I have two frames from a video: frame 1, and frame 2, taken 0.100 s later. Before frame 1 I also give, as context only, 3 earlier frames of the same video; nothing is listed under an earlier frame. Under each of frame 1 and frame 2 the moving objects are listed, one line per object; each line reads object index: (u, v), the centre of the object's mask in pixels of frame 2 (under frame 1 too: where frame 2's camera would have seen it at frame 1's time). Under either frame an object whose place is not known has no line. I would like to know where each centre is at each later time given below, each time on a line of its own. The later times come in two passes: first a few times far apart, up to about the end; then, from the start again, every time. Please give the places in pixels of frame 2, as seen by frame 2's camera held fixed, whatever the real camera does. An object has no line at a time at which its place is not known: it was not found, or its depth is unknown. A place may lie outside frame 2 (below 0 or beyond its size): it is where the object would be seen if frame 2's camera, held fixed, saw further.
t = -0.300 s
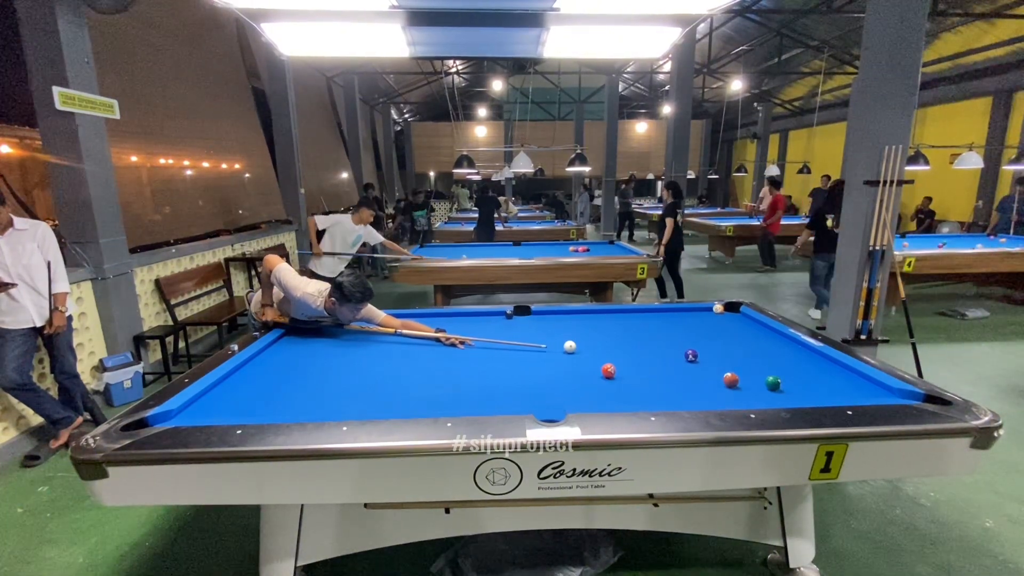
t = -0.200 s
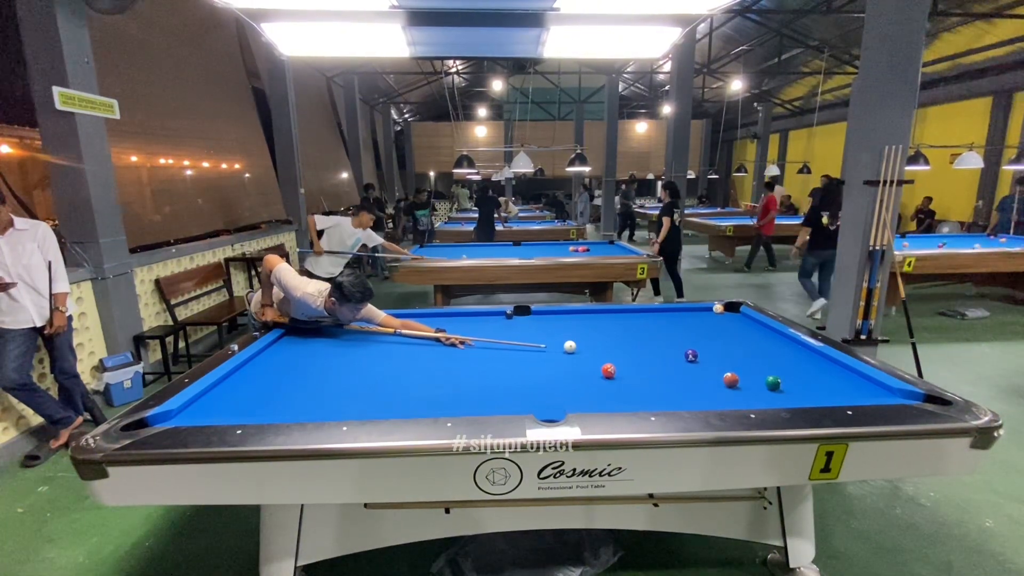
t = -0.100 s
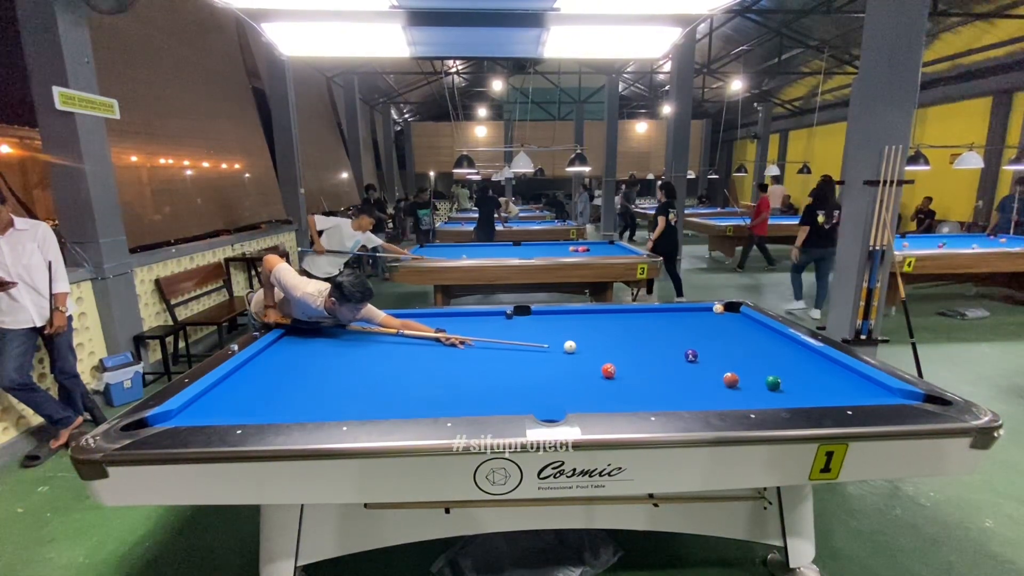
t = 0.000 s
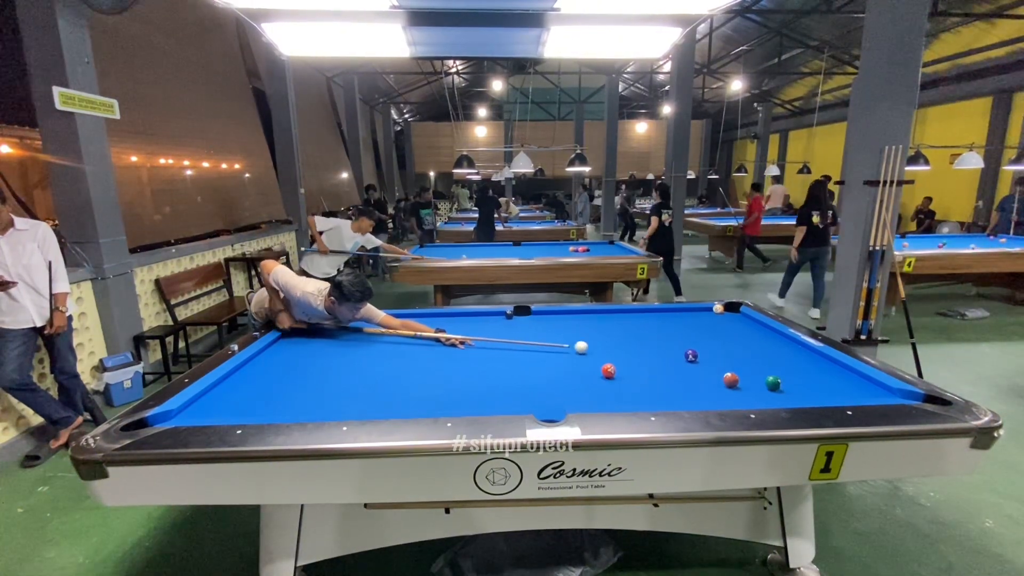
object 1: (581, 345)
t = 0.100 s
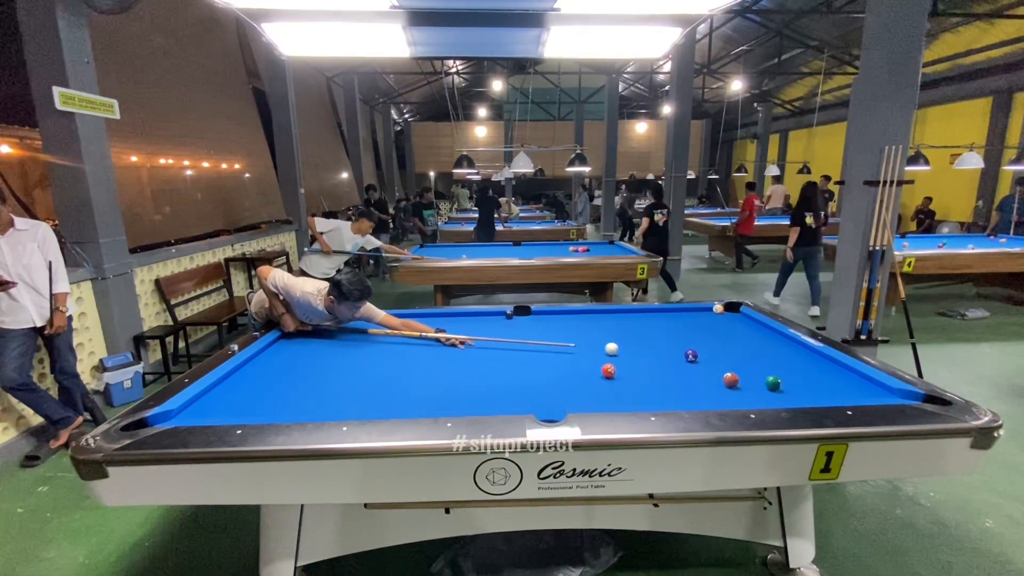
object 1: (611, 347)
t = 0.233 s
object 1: (646, 350)
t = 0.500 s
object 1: (690, 349)
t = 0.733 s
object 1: (711, 345)
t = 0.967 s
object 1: (731, 342)
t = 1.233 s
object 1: (751, 338)
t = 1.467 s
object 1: (767, 335)
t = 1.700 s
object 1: (775, 333)
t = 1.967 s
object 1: (759, 332)
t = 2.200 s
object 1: (747, 332)
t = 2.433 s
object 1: (736, 332)
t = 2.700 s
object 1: (725, 332)
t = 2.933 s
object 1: (716, 331)
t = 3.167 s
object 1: (708, 331)
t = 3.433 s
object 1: (700, 331)
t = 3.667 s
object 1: (694, 331)
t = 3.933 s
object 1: (688, 331)
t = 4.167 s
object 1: (684, 331)
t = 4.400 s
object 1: (682, 331)
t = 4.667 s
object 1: (680, 331)
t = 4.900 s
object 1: (678, 331)
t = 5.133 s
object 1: (678, 331)
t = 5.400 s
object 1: (678, 331)
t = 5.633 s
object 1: (678, 331)
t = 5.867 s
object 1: (678, 331)
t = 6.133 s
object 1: (678, 331)
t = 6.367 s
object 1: (678, 331)
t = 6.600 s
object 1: (678, 331)
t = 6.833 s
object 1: (678, 331)
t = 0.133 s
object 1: (620, 348)
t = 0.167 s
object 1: (629, 348)
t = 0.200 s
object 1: (638, 349)
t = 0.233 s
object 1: (646, 350)
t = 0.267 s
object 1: (655, 350)
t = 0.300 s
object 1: (664, 351)
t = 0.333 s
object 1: (673, 352)
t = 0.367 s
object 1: (679, 351)
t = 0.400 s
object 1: (681, 351)
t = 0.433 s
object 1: (683, 350)
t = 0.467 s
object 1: (686, 349)
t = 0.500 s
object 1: (690, 349)
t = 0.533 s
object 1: (693, 348)
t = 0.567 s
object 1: (696, 348)
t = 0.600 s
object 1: (699, 347)
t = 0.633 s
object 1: (702, 347)
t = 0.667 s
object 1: (705, 346)
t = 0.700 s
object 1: (708, 346)
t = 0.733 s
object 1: (711, 345)
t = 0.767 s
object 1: (714, 345)
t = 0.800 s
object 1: (717, 344)
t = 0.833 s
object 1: (720, 344)
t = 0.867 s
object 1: (723, 343)
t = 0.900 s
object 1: (725, 343)
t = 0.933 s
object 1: (728, 342)
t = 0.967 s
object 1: (731, 342)
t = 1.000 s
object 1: (734, 341)
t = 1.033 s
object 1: (736, 341)
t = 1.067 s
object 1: (739, 340)
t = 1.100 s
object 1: (741, 340)
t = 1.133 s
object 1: (744, 339)
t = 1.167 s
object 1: (746, 339)
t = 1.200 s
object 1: (749, 339)
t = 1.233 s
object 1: (751, 338)
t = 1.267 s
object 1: (753, 338)
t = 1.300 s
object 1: (756, 337)
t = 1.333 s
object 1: (758, 337)
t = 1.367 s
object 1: (761, 336)
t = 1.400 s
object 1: (763, 336)
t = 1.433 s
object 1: (765, 336)
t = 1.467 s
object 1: (767, 335)
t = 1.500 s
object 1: (770, 335)
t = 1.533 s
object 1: (772, 334)
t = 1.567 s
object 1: (774, 334)
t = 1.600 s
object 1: (776, 334)
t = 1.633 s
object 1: (778, 333)
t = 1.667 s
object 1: (777, 333)
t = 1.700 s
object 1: (775, 333)
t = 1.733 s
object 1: (773, 333)
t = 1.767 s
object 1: (771, 333)
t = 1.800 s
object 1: (769, 333)
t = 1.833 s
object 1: (767, 333)
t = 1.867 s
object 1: (765, 333)
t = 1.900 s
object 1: (763, 333)
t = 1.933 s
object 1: (761, 333)
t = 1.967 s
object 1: (759, 332)
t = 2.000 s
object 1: (758, 333)
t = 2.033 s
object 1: (756, 332)
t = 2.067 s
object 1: (754, 332)
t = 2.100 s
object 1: (752, 332)
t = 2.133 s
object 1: (751, 332)
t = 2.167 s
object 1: (749, 332)
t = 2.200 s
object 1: (747, 332)
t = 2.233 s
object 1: (746, 332)
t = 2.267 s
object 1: (744, 332)
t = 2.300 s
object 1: (742, 332)
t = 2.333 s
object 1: (741, 332)
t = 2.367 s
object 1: (739, 332)
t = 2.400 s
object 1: (738, 332)
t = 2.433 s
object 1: (736, 332)
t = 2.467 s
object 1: (735, 332)
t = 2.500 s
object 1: (733, 332)
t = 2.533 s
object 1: (732, 332)
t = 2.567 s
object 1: (730, 332)
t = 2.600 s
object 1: (729, 332)
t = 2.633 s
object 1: (728, 332)
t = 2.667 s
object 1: (726, 332)
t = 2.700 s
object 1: (725, 332)
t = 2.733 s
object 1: (723, 332)
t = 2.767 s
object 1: (722, 332)
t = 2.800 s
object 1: (721, 332)
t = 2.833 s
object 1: (719, 331)
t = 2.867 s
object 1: (718, 331)
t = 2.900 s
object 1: (717, 331)
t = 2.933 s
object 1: (716, 331)
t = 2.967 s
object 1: (715, 331)
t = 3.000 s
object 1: (713, 331)
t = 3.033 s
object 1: (712, 331)
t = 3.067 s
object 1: (711, 331)
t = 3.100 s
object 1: (710, 331)
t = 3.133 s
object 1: (709, 331)
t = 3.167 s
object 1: (708, 331)
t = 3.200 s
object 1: (707, 331)
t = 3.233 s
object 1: (706, 331)
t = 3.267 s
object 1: (705, 331)
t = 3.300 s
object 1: (704, 331)
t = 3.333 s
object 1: (702, 331)
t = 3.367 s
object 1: (701, 331)
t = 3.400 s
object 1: (701, 331)
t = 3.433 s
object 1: (700, 331)
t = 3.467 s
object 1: (699, 331)
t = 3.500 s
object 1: (698, 331)
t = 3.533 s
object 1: (697, 331)
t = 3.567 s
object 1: (696, 331)
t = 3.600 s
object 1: (695, 331)
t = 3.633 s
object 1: (694, 331)
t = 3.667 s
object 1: (694, 331)
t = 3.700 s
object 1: (693, 331)
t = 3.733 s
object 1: (692, 331)
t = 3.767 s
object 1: (691, 331)
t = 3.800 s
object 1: (691, 331)
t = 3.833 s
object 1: (690, 331)
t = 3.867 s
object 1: (689, 331)
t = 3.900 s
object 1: (689, 331)
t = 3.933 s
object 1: (688, 331)
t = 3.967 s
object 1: (687, 331)
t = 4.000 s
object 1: (687, 331)
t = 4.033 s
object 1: (686, 331)
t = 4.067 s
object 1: (686, 331)
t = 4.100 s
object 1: (685, 331)
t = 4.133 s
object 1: (685, 331)
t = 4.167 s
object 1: (684, 331)
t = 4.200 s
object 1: (684, 331)
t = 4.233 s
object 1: (684, 331)
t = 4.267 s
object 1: (683, 331)
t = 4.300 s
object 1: (683, 331)
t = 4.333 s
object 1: (683, 331)
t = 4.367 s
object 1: (682, 331)
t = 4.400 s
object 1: (682, 331)
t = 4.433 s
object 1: (681, 331)
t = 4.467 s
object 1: (681, 331)
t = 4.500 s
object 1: (681, 331)
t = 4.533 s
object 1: (680, 331)
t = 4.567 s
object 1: (680, 331)
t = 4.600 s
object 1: (680, 331)
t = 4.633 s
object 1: (680, 331)
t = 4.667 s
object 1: (680, 331)
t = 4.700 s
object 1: (679, 331)
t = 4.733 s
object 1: (679, 331)
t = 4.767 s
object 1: (679, 331)
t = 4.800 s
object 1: (679, 331)
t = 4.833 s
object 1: (679, 331)
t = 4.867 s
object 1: (678, 331)
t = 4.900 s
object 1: (678, 331)
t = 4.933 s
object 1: (678, 331)
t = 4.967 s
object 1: (678, 331)
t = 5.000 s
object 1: (678, 331)
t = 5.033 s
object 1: (678, 331)
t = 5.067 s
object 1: (678, 331)
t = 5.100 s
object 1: (678, 331)
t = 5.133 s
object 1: (678, 331)
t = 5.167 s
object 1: (678, 331)
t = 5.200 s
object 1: (678, 331)
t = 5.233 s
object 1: (678, 331)
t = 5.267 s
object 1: (678, 331)
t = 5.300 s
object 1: (678, 331)
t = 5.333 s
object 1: (678, 331)
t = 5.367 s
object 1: (678, 331)
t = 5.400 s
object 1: (678, 331)
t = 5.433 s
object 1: (678, 331)
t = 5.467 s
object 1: (678, 331)
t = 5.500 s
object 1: (678, 331)
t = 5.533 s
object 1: (678, 331)
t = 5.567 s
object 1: (678, 331)
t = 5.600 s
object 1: (678, 331)
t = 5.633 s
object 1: (678, 331)
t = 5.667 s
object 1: (678, 331)
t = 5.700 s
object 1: (678, 331)
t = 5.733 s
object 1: (678, 331)
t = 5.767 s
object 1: (678, 331)
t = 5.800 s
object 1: (678, 331)
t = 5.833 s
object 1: (678, 331)
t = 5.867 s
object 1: (678, 331)
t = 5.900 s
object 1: (678, 331)
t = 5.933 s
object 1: (678, 331)
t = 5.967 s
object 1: (678, 331)
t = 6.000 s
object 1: (678, 331)
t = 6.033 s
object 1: (678, 331)
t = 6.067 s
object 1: (678, 331)
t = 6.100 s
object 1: (678, 331)
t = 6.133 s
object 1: (678, 331)
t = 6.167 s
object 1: (678, 331)
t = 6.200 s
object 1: (678, 331)
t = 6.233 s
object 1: (678, 331)
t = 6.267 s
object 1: (678, 331)
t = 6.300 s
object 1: (678, 331)
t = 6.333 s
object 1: (678, 331)
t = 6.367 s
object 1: (678, 331)
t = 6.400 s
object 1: (678, 331)
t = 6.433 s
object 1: (678, 331)
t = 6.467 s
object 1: (678, 331)
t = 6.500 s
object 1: (678, 331)
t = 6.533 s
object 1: (678, 331)
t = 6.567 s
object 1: (678, 331)
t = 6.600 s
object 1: (678, 331)
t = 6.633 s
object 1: (678, 331)
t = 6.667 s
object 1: (678, 331)
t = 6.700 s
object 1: (678, 331)
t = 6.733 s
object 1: (678, 331)
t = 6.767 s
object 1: (678, 331)
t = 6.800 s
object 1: (678, 331)
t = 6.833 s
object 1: (678, 331)
